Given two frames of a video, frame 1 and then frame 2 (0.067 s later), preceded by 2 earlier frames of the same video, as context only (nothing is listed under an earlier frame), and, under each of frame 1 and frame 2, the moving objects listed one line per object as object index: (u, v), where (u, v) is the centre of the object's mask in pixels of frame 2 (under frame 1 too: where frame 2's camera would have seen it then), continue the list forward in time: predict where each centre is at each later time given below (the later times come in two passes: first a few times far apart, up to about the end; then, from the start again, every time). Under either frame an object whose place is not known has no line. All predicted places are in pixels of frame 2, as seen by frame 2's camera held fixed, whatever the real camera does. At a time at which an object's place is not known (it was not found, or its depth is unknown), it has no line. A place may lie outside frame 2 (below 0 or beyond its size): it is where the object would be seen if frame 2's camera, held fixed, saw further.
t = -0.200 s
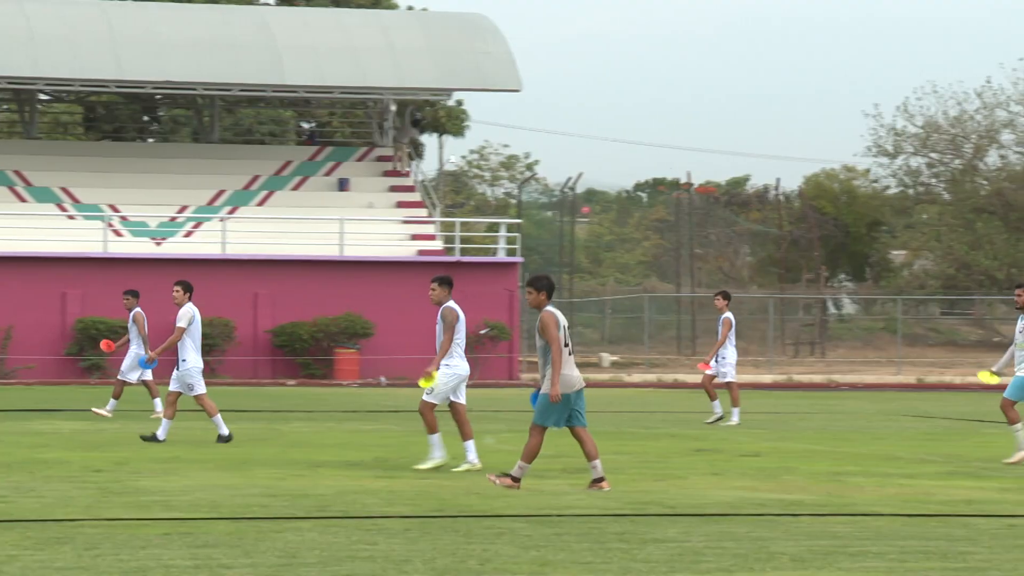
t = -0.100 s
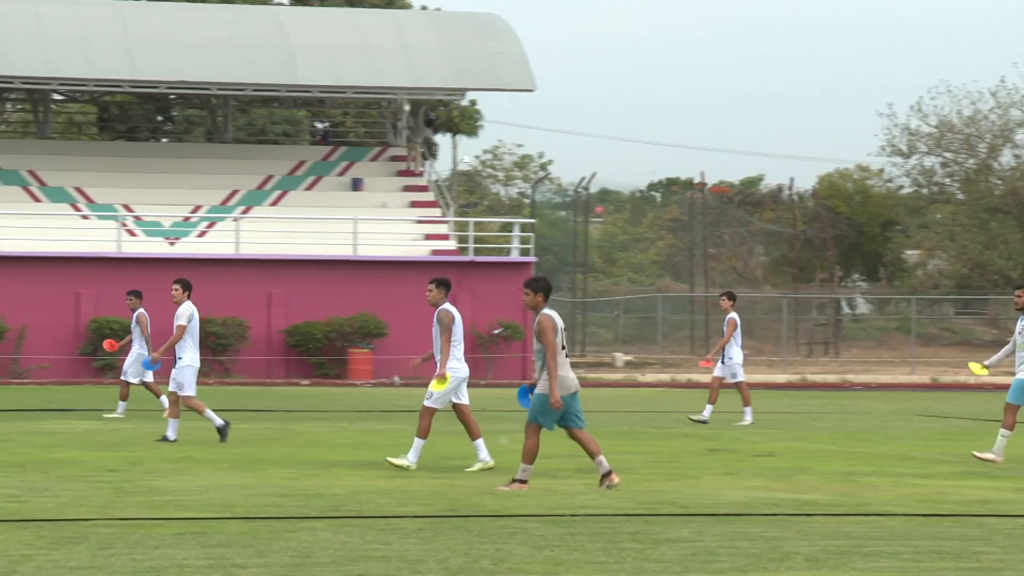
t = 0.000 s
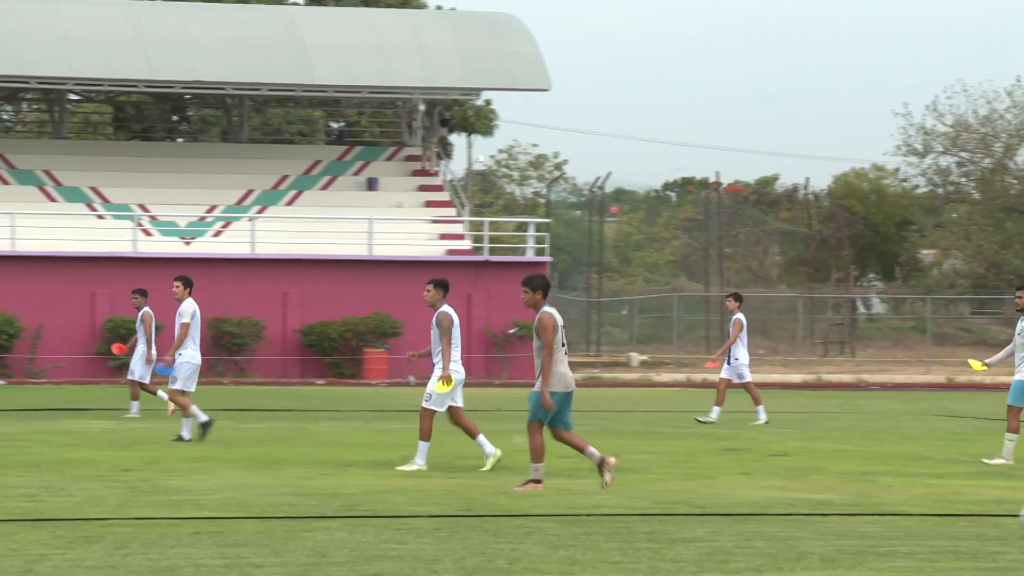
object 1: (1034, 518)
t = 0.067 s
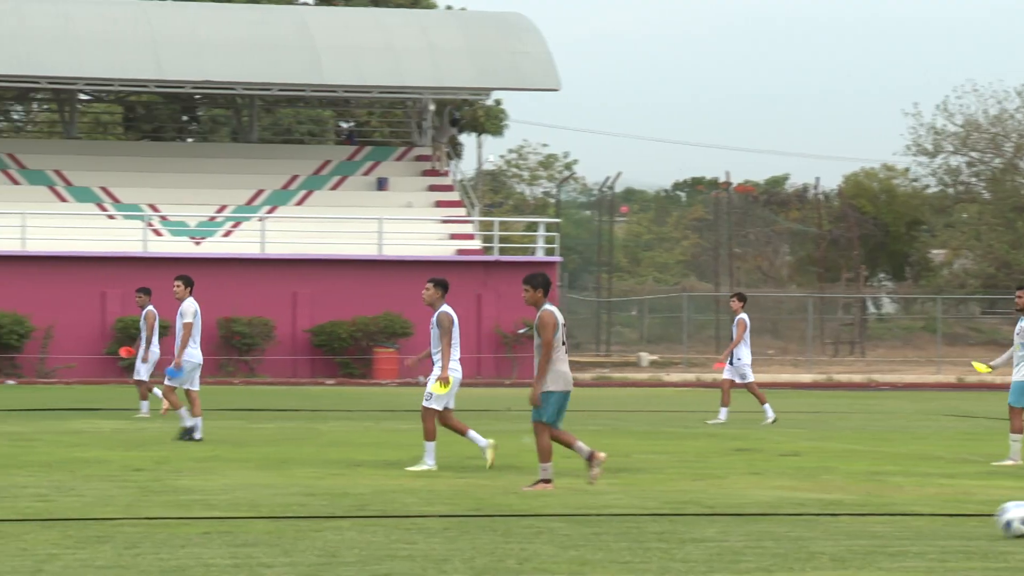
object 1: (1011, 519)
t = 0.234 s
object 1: (928, 517)
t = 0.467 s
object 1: (814, 515)
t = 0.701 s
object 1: (712, 513)
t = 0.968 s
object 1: (606, 514)
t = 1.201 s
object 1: (522, 517)
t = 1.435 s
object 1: (446, 519)
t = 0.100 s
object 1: (998, 519)
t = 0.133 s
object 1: (981, 519)
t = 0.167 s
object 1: (963, 518)
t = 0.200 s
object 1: (946, 517)
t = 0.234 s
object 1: (928, 517)
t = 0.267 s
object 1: (910, 517)
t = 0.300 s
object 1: (894, 516)
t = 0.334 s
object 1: (878, 515)
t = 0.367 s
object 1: (862, 514)
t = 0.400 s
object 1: (846, 515)
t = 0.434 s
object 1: (830, 516)
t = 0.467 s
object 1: (814, 515)
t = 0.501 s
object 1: (799, 515)
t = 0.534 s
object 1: (784, 514)
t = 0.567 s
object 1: (769, 514)
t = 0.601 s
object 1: (754, 514)
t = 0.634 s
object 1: (739, 514)
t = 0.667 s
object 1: (725, 514)
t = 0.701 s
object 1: (712, 513)
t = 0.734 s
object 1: (698, 512)
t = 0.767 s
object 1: (684, 513)
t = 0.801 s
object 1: (671, 514)
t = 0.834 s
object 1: (657, 515)
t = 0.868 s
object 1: (643, 514)
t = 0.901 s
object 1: (631, 513)
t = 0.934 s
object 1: (618, 512)
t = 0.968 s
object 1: (606, 514)
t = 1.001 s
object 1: (593, 516)
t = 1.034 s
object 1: (580, 516)
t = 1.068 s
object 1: (568, 515)
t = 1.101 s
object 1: (556, 514)
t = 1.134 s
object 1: (545, 514)
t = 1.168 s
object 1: (533, 515)
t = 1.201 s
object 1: (522, 517)
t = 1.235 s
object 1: (510, 517)
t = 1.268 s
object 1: (499, 518)
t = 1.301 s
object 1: (488, 519)
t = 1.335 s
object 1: (477, 517)
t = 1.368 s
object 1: (467, 517)
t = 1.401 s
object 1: (456, 517)
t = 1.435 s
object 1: (446, 519)
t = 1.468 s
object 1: (435, 519)
